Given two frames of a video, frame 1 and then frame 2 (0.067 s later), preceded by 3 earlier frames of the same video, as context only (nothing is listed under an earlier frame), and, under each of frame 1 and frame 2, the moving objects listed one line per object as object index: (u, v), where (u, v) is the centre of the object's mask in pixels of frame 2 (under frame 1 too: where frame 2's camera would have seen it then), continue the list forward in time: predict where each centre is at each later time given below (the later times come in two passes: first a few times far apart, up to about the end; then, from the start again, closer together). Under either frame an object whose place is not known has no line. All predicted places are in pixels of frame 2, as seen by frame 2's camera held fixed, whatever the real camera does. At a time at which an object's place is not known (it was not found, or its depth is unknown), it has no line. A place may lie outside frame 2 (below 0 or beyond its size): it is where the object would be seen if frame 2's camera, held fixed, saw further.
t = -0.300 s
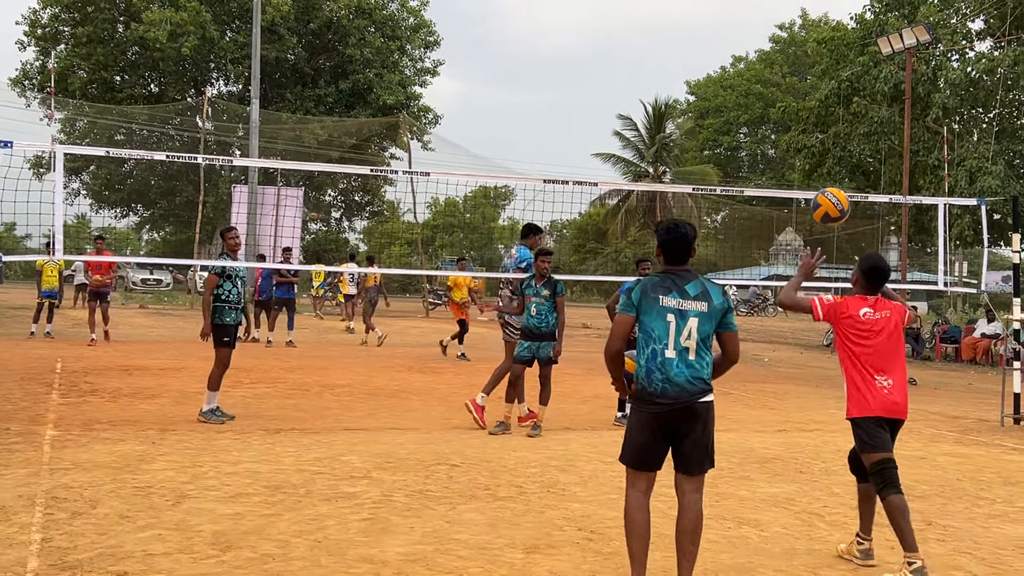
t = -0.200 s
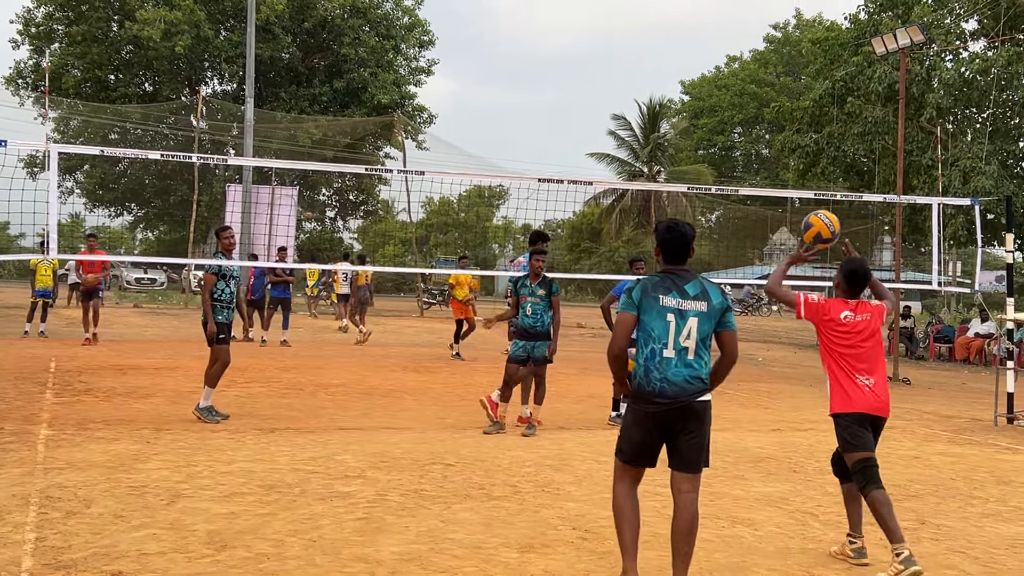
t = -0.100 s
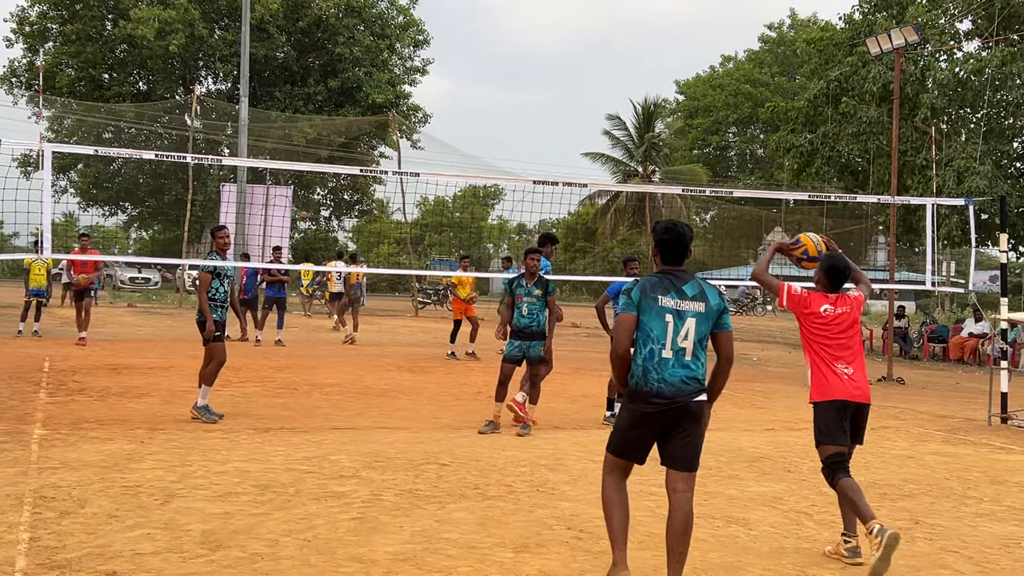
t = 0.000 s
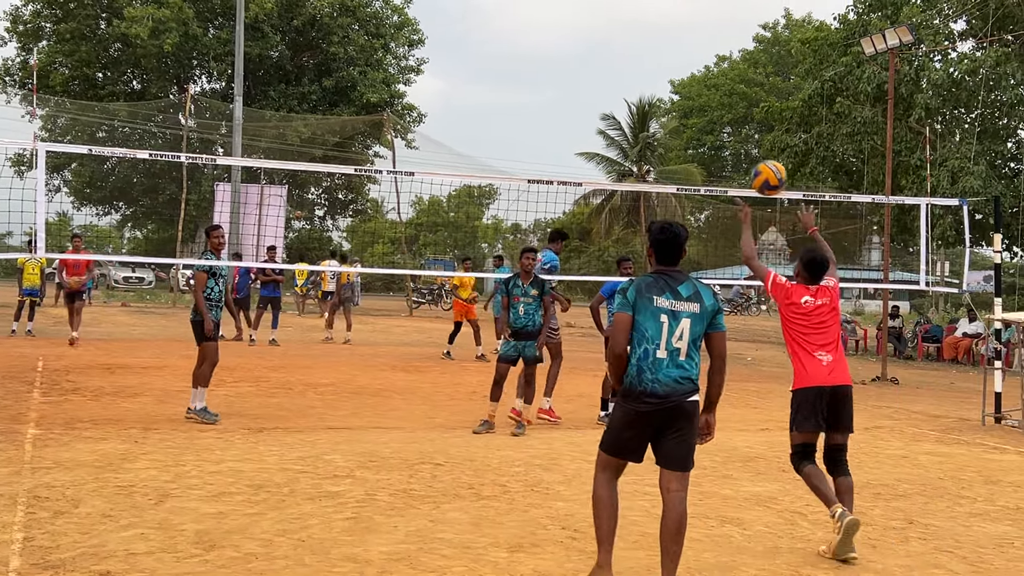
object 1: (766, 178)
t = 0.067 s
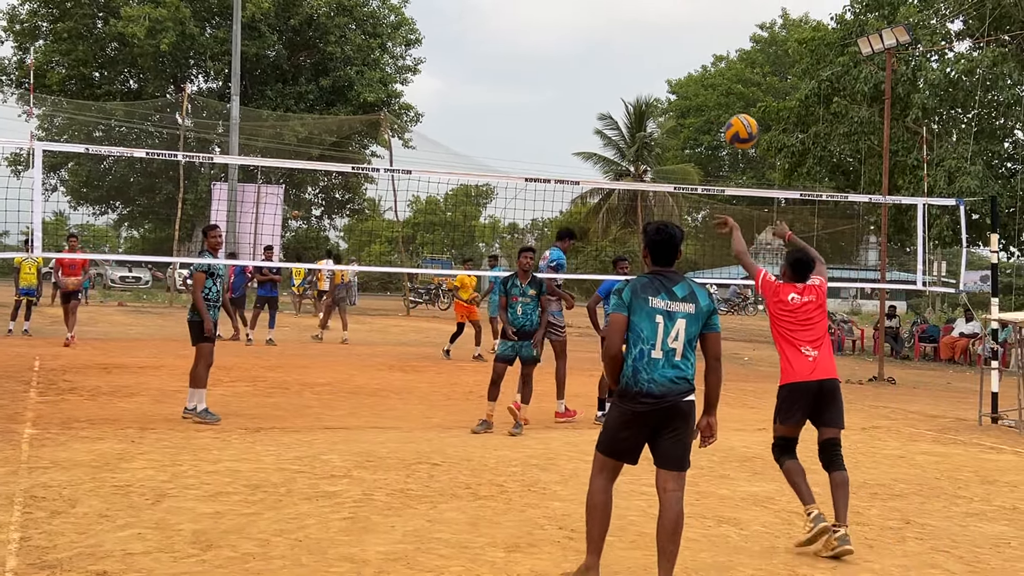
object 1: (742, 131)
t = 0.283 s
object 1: (669, 47)
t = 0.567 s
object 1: (590, 50)
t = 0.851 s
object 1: (526, 141)
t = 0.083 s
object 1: (735, 121)
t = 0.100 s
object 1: (729, 112)
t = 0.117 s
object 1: (723, 103)
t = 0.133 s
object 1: (717, 95)
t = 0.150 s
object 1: (712, 88)
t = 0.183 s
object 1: (700, 75)
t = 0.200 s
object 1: (695, 68)
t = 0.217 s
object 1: (689, 63)
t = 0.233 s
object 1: (684, 59)
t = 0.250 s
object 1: (679, 54)
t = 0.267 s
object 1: (674, 51)
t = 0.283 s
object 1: (669, 47)
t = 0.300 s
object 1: (663, 44)
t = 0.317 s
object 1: (658, 42)
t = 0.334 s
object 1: (653, 40)
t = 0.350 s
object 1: (649, 38)
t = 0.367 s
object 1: (644, 37)
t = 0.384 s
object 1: (639, 36)
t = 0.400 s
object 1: (634, 36)
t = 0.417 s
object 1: (630, 36)
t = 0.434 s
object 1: (625, 36)
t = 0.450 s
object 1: (620, 37)
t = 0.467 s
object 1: (616, 37)
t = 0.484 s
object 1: (612, 39)
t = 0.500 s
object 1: (607, 41)
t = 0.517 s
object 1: (603, 42)
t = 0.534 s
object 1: (598, 45)
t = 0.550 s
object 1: (594, 47)
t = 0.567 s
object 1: (590, 50)
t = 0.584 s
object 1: (586, 53)
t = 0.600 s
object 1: (582, 57)
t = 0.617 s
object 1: (578, 61)
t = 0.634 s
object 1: (574, 65)
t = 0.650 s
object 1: (570, 69)
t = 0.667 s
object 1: (566, 74)
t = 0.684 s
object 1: (562, 79)
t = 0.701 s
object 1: (558, 84)
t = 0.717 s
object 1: (554, 90)
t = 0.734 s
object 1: (551, 95)
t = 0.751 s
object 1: (547, 101)
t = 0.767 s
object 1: (544, 107)
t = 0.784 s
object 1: (540, 114)
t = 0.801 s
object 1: (536, 120)
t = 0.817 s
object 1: (533, 127)
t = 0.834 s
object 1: (529, 134)
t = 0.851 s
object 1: (526, 141)
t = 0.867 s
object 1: (522, 149)
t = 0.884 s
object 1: (519, 157)
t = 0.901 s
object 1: (516, 165)
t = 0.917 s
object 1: (512, 173)
